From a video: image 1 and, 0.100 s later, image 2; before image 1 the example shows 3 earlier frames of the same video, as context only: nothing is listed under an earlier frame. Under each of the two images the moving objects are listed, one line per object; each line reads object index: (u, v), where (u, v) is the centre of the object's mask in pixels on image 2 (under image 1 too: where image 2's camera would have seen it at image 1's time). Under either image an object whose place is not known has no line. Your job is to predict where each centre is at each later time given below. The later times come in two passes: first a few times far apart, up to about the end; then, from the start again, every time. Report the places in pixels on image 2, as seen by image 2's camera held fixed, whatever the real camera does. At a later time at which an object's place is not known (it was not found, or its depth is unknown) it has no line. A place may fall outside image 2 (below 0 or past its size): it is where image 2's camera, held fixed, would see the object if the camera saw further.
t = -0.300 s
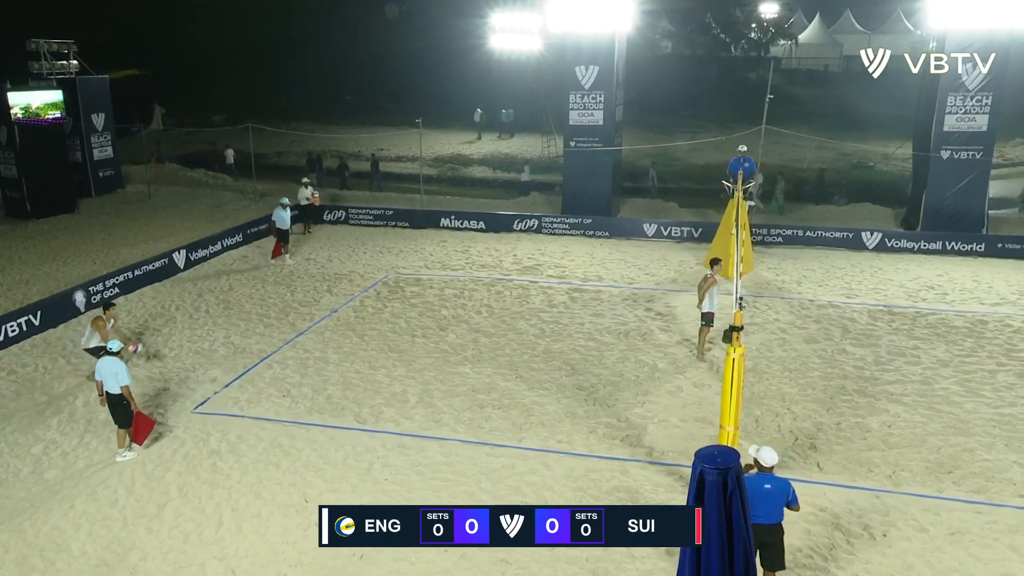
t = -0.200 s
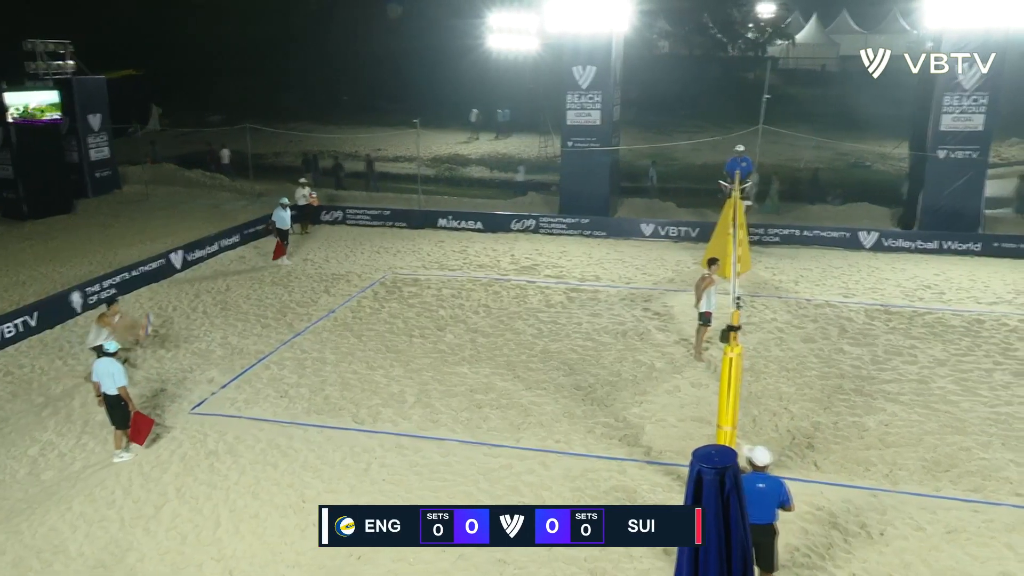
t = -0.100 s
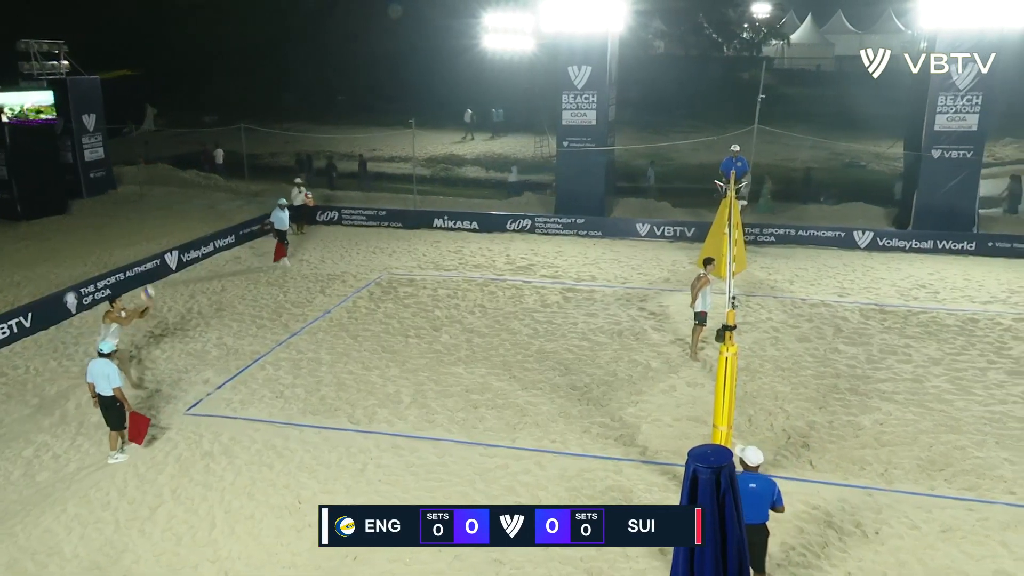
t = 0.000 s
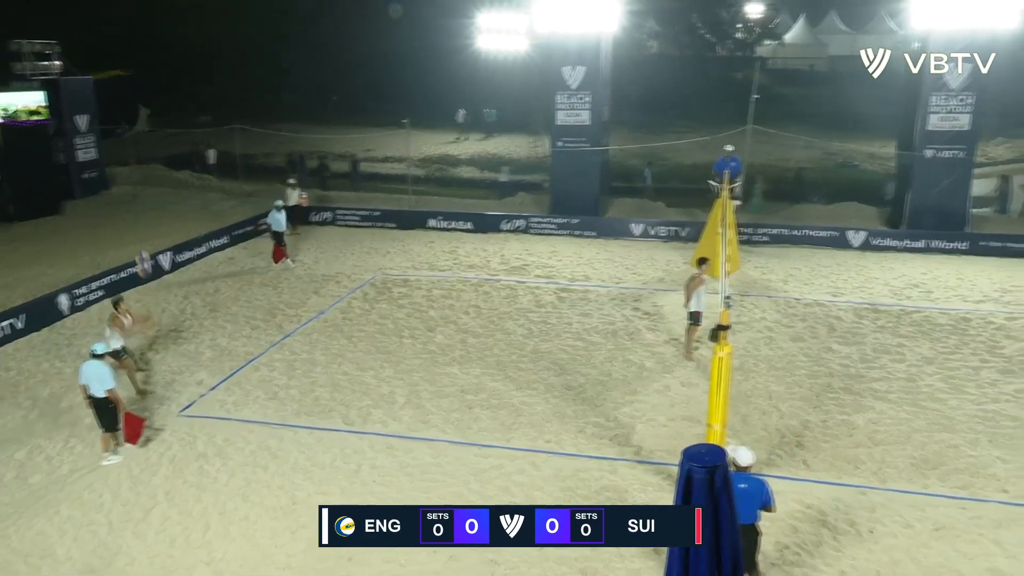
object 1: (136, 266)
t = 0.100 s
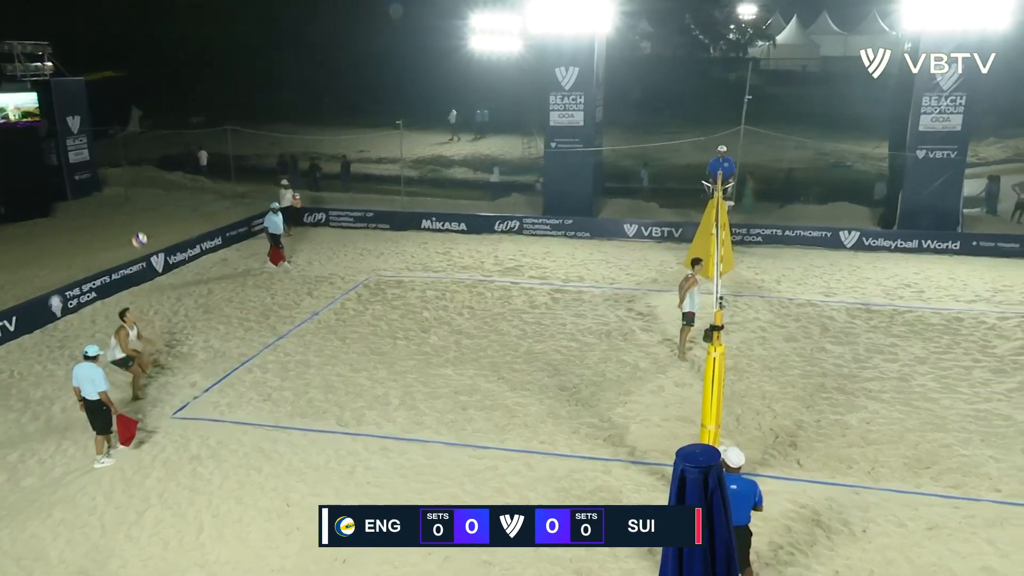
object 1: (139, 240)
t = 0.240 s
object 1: (145, 215)
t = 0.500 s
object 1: (161, 200)
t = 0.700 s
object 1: (177, 217)
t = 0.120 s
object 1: (140, 236)
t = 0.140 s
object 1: (141, 232)
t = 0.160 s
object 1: (142, 228)
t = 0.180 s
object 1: (143, 224)
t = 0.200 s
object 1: (144, 221)
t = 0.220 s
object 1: (145, 218)
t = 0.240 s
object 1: (145, 215)
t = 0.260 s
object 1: (147, 212)
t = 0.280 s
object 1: (148, 210)
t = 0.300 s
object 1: (149, 208)
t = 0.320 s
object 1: (150, 206)
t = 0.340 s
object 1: (151, 204)
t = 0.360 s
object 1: (152, 203)
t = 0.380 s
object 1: (153, 202)
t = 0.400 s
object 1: (155, 201)
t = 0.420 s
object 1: (156, 200)
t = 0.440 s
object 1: (157, 200)
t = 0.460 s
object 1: (159, 200)
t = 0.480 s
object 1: (160, 200)
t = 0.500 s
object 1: (161, 200)
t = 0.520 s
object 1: (163, 201)
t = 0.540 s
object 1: (164, 202)
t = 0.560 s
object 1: (166, 203)
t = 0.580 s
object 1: (167, 204)
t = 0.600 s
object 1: (169, 206)
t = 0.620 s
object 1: (171, 208)
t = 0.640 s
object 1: (172, 210)
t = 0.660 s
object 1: (174, 212)
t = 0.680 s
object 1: (176, 215)
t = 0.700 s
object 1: (177, 217)
